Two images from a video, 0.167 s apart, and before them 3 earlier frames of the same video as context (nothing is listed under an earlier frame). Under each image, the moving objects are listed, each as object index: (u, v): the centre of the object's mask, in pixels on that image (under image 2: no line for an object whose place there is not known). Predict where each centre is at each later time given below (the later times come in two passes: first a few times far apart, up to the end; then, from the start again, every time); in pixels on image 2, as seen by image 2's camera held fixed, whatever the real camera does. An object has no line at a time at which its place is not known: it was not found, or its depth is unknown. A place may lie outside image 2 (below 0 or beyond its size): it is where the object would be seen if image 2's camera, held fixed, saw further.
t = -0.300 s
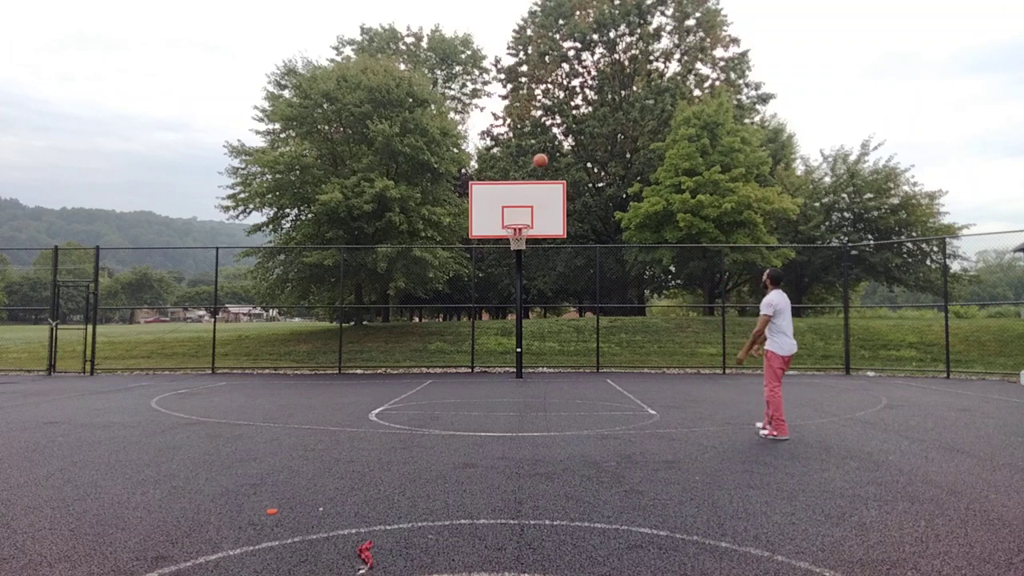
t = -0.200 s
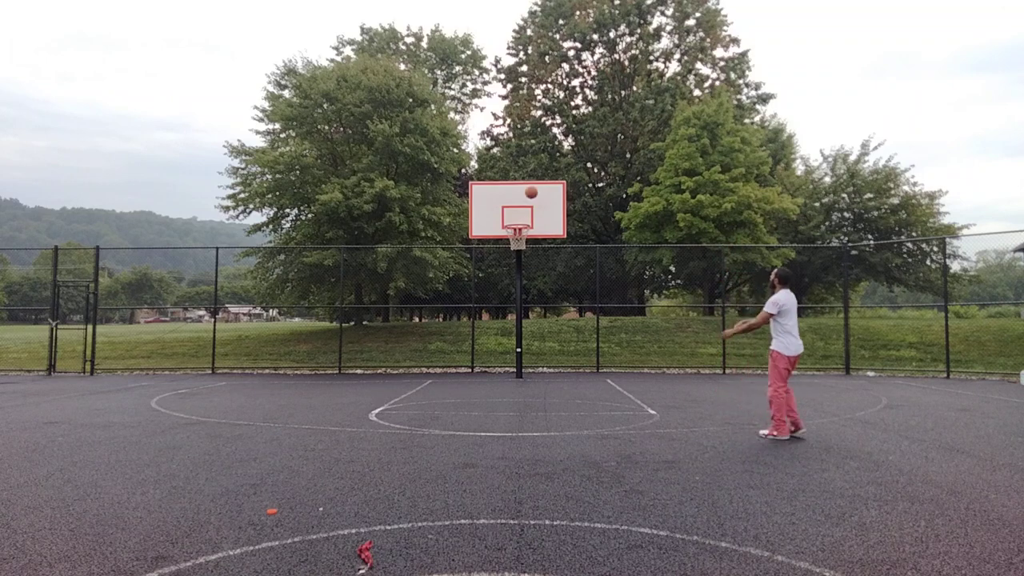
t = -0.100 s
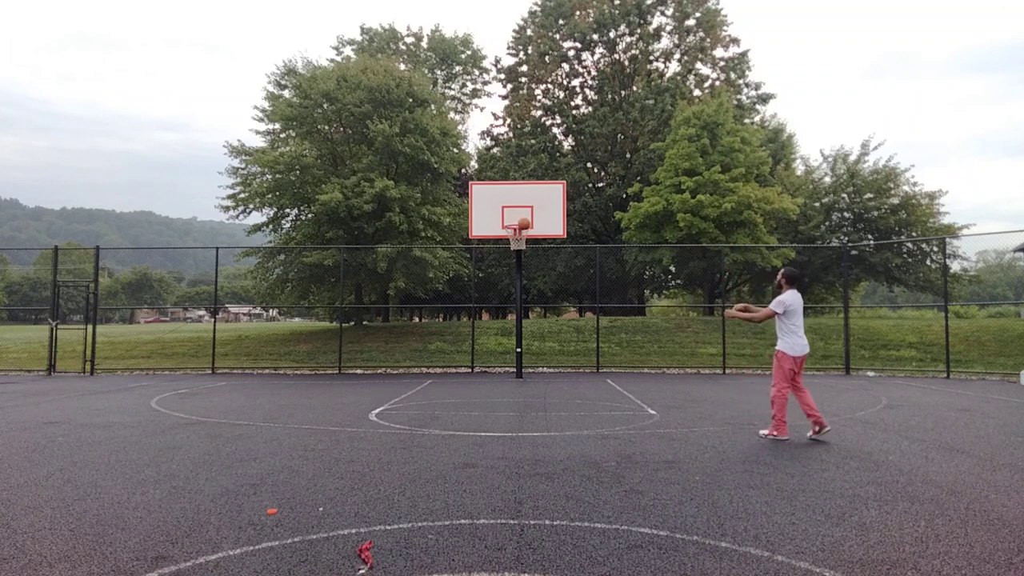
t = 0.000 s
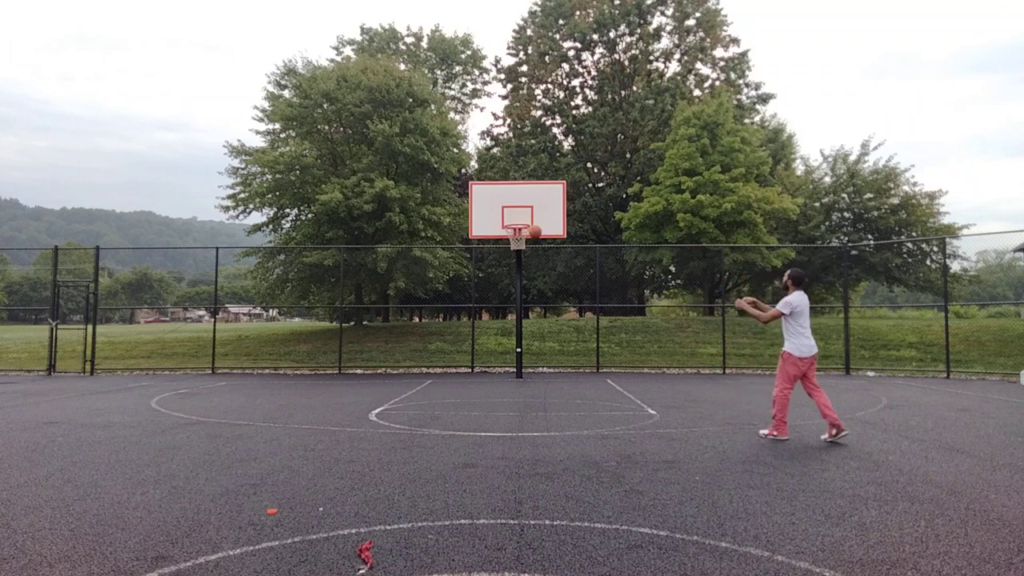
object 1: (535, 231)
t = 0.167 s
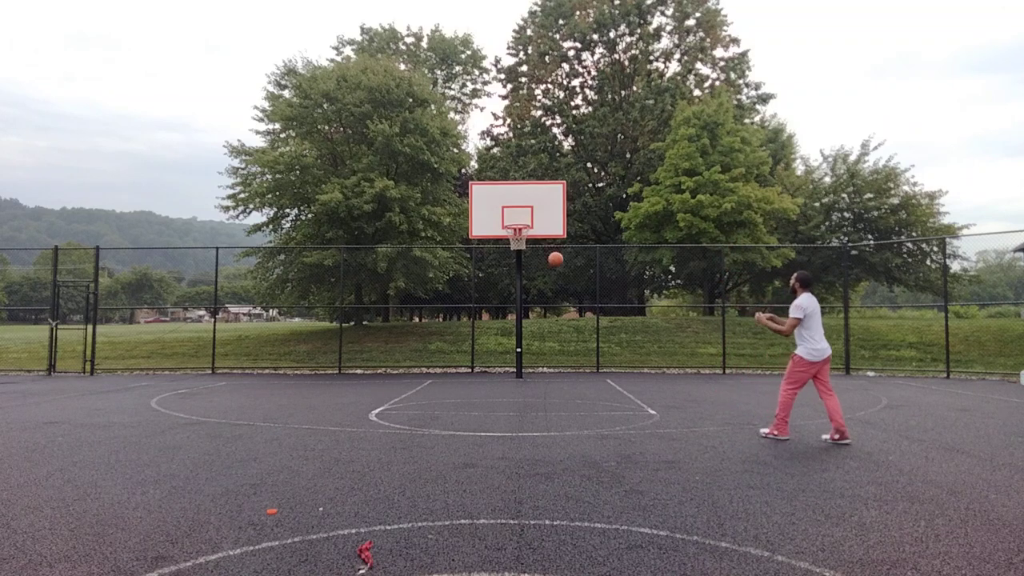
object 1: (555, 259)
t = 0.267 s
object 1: (569, 286)
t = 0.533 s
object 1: (610, 396)
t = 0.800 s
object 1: (637, 315)
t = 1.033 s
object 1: (667, 279)
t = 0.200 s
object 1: (559, 267)
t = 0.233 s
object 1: (564, 276)
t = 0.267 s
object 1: (569, 286)
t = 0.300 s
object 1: (574, 297)
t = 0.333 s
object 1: (578, 309)
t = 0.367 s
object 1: (583, 322)
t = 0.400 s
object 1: (588, 337)
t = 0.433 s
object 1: (594, 353)
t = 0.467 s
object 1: (599, 369)
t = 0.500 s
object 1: (605, 388)
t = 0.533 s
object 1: (610, 396)
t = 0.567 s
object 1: (613, 384)
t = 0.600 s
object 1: (616, 372)
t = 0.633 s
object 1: (619, 361)
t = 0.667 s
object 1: (623, 350)
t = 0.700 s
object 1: (626, 340)
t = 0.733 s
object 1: (630, 331)
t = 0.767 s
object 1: (634, 323)
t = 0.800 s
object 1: (637, 315)
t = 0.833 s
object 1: (641, 308)
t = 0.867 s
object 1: (645, 301)
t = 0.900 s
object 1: (649, 295)
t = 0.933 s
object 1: (653, 290)
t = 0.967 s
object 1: (658, 286)
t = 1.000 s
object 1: (662, 282)
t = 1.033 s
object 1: (667, 279)
